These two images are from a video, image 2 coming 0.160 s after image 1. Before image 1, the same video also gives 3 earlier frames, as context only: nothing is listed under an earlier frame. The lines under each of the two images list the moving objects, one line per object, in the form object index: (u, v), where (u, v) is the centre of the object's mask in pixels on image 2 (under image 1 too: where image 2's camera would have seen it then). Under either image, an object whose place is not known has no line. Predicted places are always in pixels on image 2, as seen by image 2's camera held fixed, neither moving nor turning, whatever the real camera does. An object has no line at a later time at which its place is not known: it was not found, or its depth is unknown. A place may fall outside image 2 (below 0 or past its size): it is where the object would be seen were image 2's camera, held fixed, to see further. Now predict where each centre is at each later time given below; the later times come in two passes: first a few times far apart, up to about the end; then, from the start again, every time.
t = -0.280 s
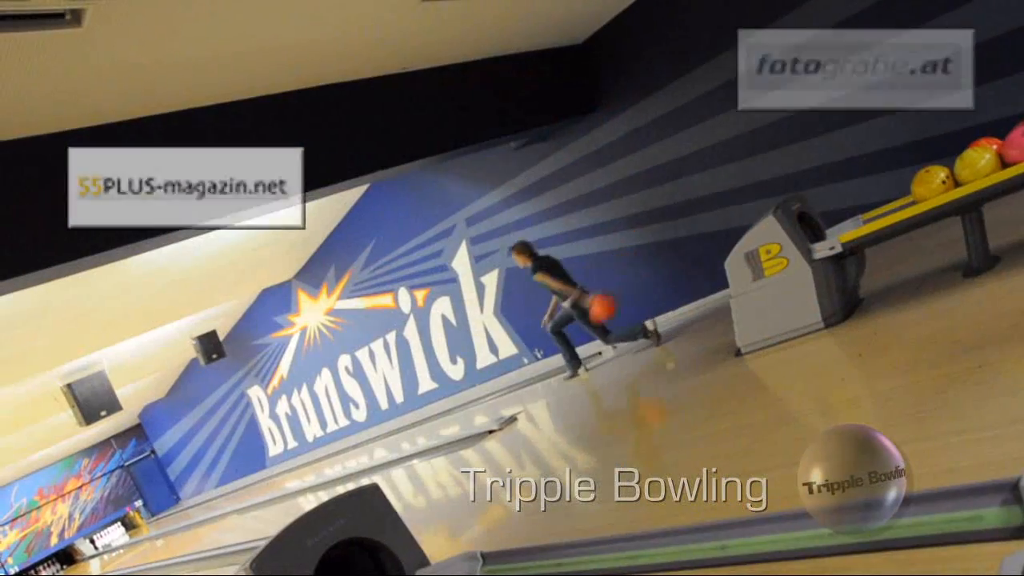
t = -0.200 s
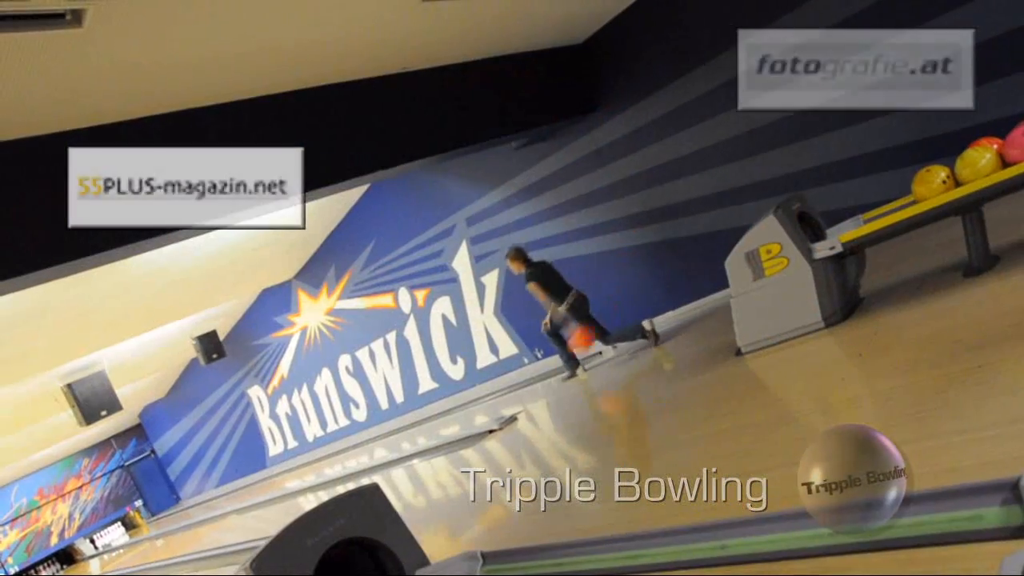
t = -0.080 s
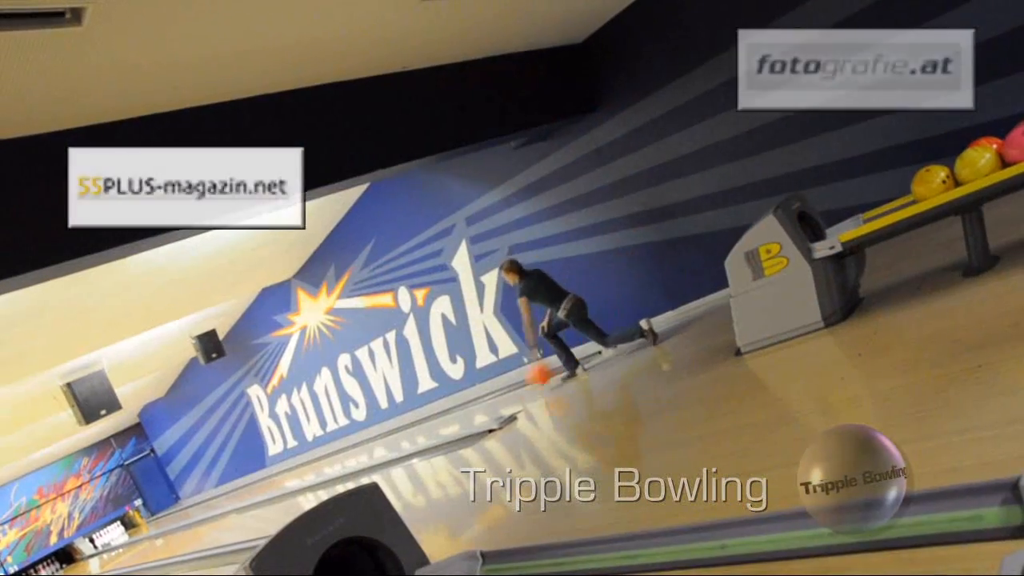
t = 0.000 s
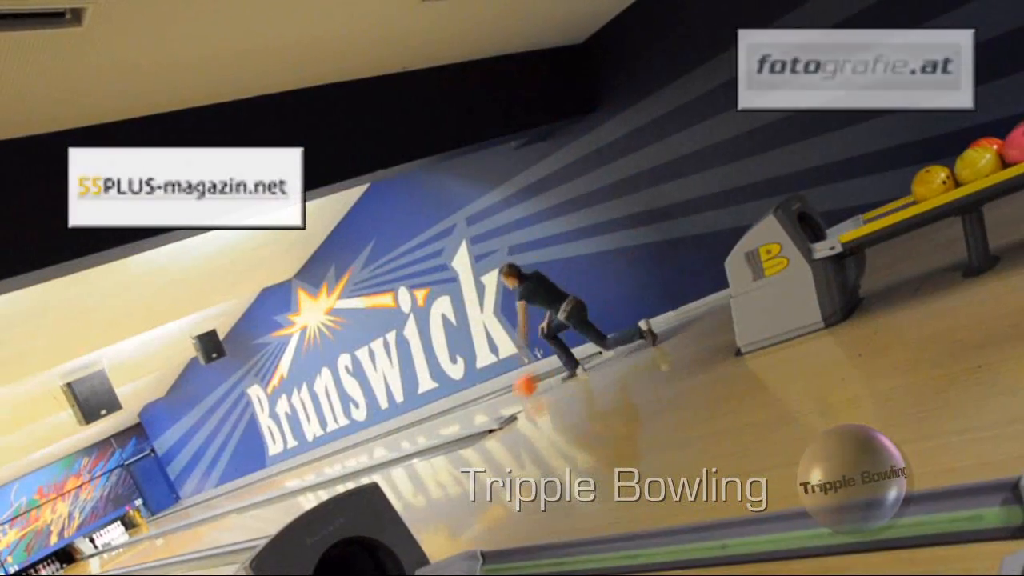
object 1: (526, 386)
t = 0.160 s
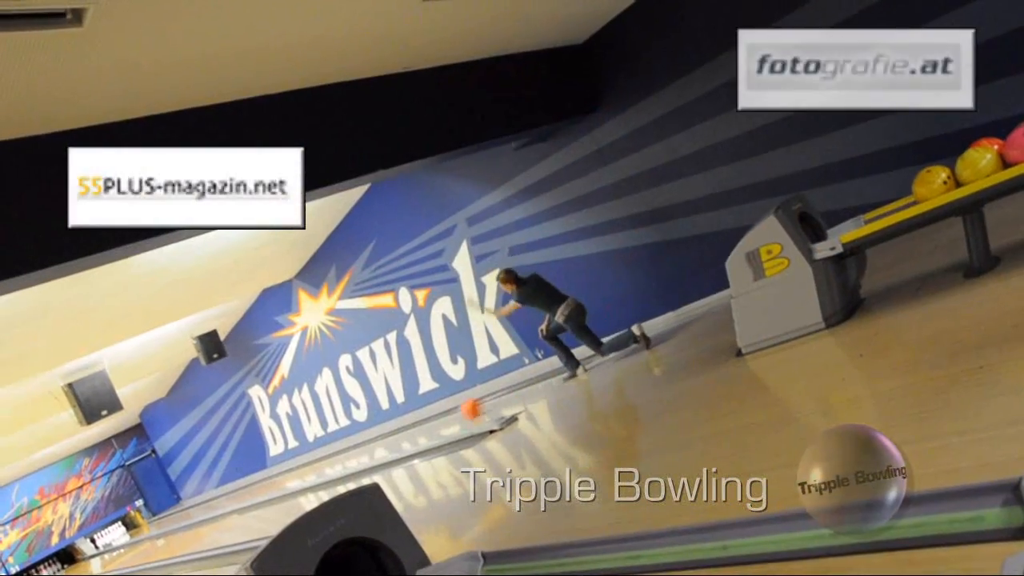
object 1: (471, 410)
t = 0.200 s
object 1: (458, 414)
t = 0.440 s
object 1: (392, 437)
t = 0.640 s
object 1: (349, 453)
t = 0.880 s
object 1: (306, 469)
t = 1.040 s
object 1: (282, 477)
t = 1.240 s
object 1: (255, 487)
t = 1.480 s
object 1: (228, 496)
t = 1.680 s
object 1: (208, 503)
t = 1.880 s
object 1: (191, 510)
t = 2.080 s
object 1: (176, 516)
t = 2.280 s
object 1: (162, 521)
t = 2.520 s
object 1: (149, 525)
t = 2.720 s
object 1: (137, 530)
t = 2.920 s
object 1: (131, 531)
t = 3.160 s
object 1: (122, 536)
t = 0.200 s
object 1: (458, 414)
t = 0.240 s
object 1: (445, 418)
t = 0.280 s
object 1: (433, 423)
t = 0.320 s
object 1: (422, 426)
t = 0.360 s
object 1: (411, 430)
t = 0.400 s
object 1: (402, 434)
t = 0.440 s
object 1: (392, 437)
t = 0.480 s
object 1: (383, 441)
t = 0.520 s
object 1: (373, 444)
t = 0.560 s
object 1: (365, 447)
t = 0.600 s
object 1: (357, 450)
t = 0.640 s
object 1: (349, 453)
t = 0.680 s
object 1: (341, 456)
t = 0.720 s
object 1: (333, 458)
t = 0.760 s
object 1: (326, 461)
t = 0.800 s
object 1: (319, 464)
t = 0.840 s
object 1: (312, 466)
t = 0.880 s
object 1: (306, 469)
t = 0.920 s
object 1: (299, 471)
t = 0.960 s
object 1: (293, 473)
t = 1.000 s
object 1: (288, 474)
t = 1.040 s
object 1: (282, 477)
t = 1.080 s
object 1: (276, 480)
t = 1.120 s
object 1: (271, 481)
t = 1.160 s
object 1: (265, 483)
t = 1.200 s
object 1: (260, 484)
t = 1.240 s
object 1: (255, 487)
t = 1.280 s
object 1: (250, 489)
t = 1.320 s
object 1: (246, 490)
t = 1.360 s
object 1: (240, 492)
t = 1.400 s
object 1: (236, 494)
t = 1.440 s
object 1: (232, 495)
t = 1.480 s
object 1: (228, 496)
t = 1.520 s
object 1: (224, 498)
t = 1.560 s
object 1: (219, 499)
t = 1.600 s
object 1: (215, 501)
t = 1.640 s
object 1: (212, 502)
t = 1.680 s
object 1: (208, 503)
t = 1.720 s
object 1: (205, 505)
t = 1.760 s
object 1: (201, 506)
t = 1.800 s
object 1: (198, 507)
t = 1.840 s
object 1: (195, 508)
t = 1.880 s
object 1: (191, 510)
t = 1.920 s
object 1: (187, 512)
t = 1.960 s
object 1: (184, 513)
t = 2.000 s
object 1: (182, 514)
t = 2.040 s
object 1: (179, 515)
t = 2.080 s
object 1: (176, 516)
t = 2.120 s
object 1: (173, 517)
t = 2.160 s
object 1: (171, 518)
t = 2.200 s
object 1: (167, 520)
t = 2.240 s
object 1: (165, 520)
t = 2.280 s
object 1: (162, 521)
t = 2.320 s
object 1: (159, 522)
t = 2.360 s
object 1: (158, 523)
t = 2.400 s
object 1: (155, 523)
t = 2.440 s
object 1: (153, 524)
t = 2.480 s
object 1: (150, 525)
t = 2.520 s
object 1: (149, 525)
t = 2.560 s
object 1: (145, 526)
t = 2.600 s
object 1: (144, 527)
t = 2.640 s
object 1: (143, 527)
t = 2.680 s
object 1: (141, 528)
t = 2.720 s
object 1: (137, 530)
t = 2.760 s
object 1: (135, 531)
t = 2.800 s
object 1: (134, 531)
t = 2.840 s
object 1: (132, 531)
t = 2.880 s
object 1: (131, 531)
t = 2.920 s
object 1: (131, 531)
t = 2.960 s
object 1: (130, 532)
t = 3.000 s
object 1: (127, 533)
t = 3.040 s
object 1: (127, 534)
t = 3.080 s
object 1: (124, 534)
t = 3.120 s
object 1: (124, 535)
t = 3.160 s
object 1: (122, 536)
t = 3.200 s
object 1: (120, 536)
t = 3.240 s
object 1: (118, 537)
